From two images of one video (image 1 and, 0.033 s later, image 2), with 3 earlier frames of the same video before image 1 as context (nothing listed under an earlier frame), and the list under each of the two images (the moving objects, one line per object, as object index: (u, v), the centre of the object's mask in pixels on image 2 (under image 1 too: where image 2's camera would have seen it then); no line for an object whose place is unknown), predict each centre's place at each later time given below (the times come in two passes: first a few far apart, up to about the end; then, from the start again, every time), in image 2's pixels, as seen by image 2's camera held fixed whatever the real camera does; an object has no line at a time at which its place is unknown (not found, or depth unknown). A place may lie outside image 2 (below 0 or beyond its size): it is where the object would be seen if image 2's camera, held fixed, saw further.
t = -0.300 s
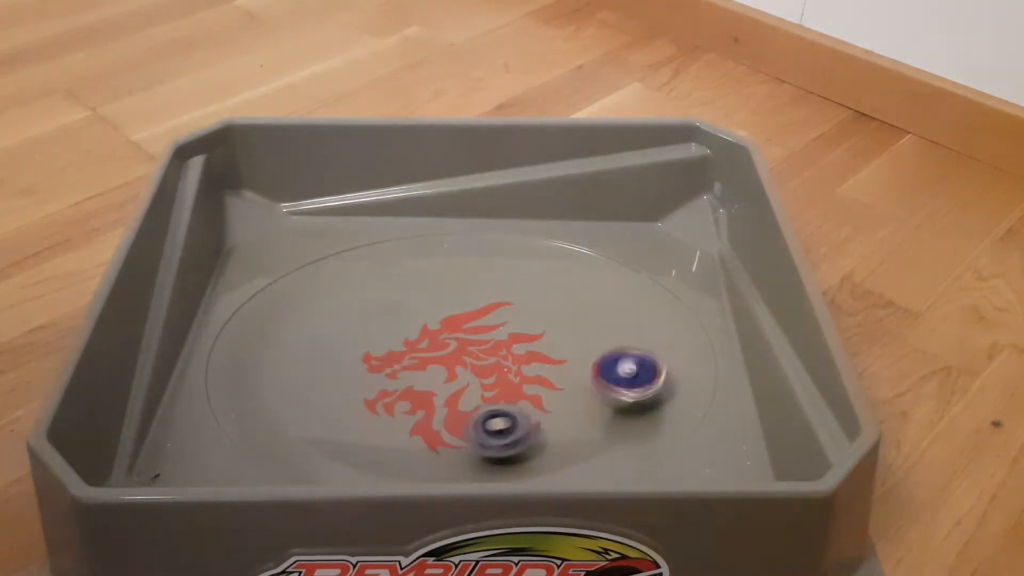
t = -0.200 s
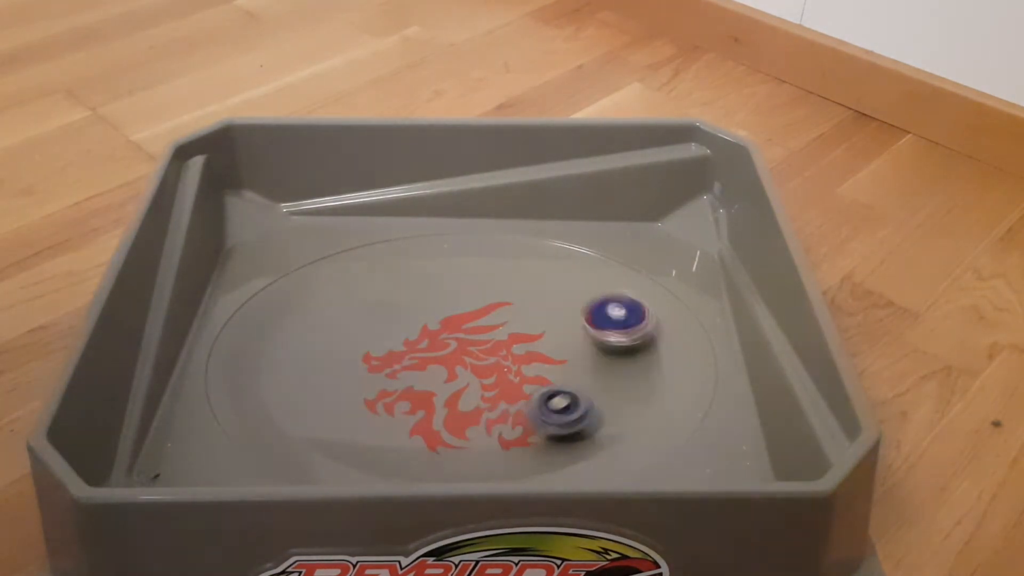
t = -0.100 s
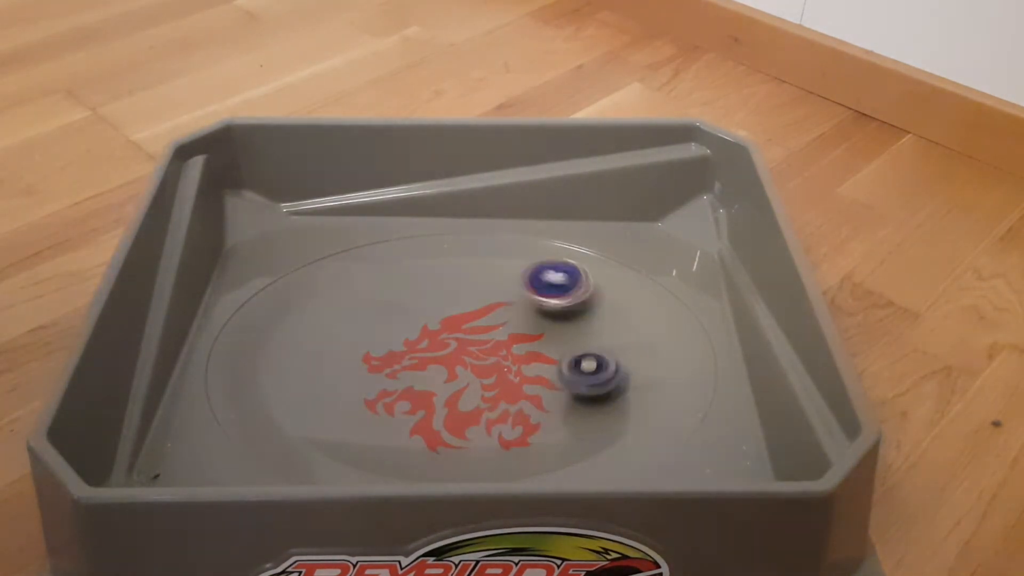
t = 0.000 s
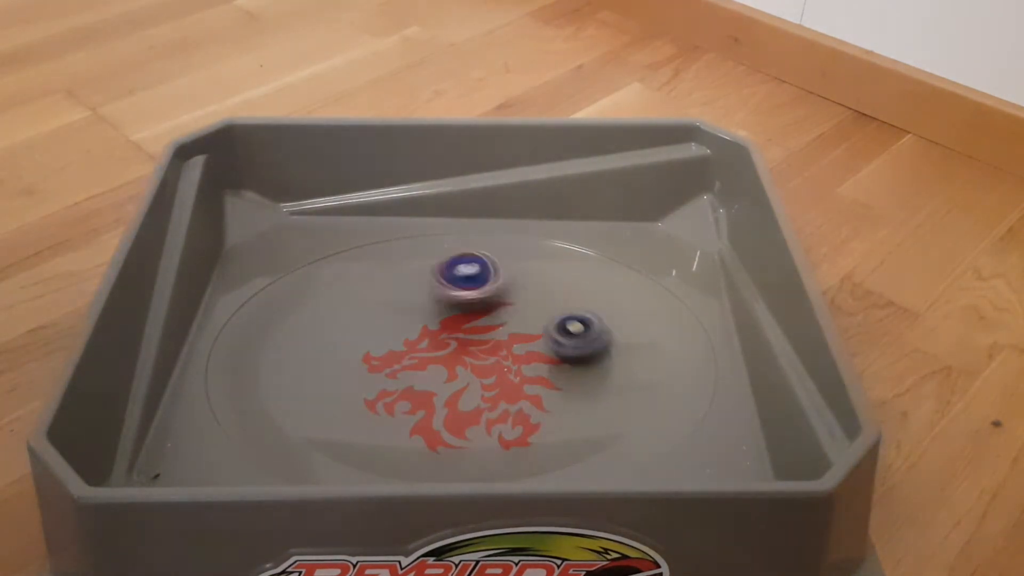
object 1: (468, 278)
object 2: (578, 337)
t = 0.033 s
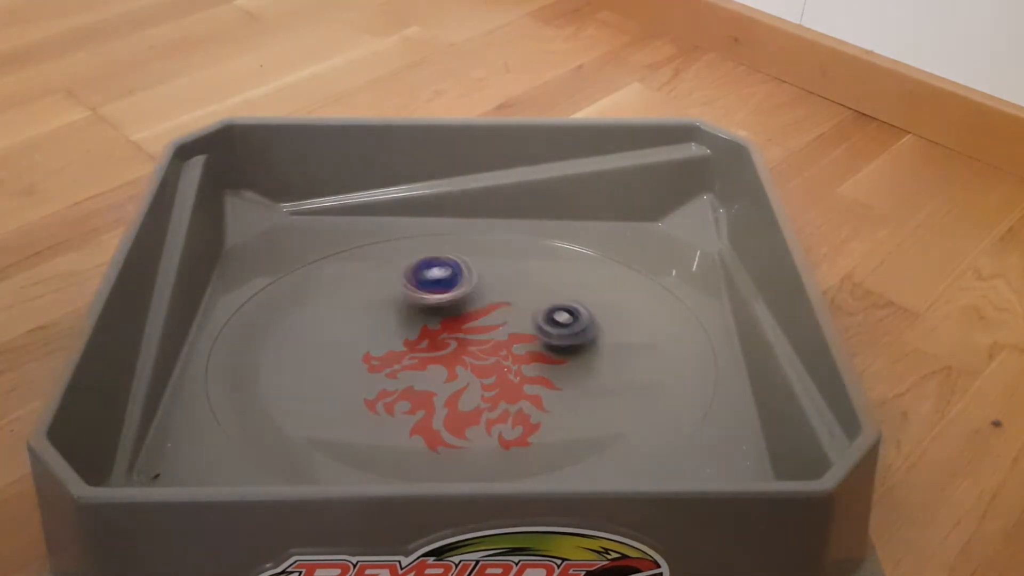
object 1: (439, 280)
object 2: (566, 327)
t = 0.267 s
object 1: (291, 369)
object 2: (427, 314)
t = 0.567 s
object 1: (503, 434)
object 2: (355, 408)
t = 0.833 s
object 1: (570, 296)
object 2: (519, 419)
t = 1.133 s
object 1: (355, 276)
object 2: (519, 309)
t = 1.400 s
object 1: (361, 418)
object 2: (378, 313)
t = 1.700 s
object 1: (612, 370)
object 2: (398, 412)
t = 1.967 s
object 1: (546, 265)
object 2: (550, 386)
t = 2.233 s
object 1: (354, 336)
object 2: (537, 302)
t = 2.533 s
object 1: (478, 442)
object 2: (396, 335)
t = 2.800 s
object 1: (602, 343)
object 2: (437, 419)
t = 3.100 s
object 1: (430, 286)
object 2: (569, 380)
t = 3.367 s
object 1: (319, 375)
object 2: (505, 312)
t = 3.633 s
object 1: (500, 422)
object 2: (386, 350)
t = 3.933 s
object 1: (550, 291)
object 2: (445, 427)
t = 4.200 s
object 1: (397, 292)
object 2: (543, 369)
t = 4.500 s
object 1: (422, 420)
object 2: (457, 306)
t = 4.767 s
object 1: (586, 385)
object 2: (372, 356)
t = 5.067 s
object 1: (510, 288)
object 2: (470, 416)
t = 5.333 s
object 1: (364, 345)
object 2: (550, 354)
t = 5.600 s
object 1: (428, 431)
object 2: (478, 305)
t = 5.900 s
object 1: (562, 351)
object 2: (396, 370)
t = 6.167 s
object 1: (454, 285)
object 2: (475, 417)
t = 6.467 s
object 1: (344, 362)
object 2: (538, 352)
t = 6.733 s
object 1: (495, 416)
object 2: (456, 323)
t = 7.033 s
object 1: (573, 314)
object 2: (393, 373)
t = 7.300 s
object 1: (435, 295)
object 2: (478, 412)
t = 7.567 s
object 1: (387, 400)
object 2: (532, 355)
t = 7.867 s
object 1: (548, 408)
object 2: (453, 318)
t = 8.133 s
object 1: (533, 310)
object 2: (402, 364)
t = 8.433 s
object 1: (375, 320)
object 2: (461, 408)
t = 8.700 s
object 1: (388, 411)
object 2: (527, 376)
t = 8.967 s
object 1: (540, 384)
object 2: (502, 327)
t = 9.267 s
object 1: (503, 286)
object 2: (425, 335)
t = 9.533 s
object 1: (381, 330)
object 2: (412, 382)
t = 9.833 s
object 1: (444, 409)
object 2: (522, 413)
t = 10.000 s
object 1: (481, 391)
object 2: (628, 373)
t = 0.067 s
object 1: (407, 286)
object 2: (551, 318)
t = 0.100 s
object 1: (380, 296)
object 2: (532, 314)
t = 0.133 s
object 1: (355, 306)
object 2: (513, 310)
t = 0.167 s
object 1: (332, 320)
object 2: (493, 307)
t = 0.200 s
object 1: (312, 335)
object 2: (471, 310)
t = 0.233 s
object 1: (298, 351)
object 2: (448, 309)
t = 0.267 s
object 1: (291, 369)
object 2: (427, 314)
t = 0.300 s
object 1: (291, 385)
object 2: (408, 321)
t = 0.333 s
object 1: (298, 402)
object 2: (392, 328)
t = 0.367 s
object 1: (314, 416)
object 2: (375, 337)
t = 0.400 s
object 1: (336, 428)
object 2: (363, 347)
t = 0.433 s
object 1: (364, 437)
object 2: (354, 359)
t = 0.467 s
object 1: (395, 445)
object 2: (347, 372)
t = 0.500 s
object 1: (430, 447)
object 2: (344, 385)
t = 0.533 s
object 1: (468, 443)
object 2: (347, 395)
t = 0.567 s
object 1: (503, 434)
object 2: (355, 408)
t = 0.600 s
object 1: (531, 424)
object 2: (366, 418)
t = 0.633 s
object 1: (557, 406)
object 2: (384, 427)
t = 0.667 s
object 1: (574, 388)
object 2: (406, 433)
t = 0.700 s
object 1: (583, 368)
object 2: (426, 438)
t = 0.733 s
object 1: (588, 348)
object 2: (449, 437)
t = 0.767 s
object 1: (587, 329)
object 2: (473, 433)
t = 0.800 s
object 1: (580, 312)
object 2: (500, 427)
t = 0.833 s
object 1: (570, 296)
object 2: (519, 419)
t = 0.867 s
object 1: (554, 283)
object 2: (535, 406)
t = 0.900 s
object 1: (534, 273)
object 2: (546, 393)
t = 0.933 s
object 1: (511, 264)
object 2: (552, 380)
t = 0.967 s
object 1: (484, 258)
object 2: (553, 366)
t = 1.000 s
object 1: (463, 257)
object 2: (554, 355)
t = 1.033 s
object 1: (434, 257)
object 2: (549, 341)
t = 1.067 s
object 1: (408, 260)
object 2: (539, 330)
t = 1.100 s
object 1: (380, 268)
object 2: (530, 318)
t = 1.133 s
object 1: (355, 276)
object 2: (519, 309)
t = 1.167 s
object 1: (334, 291)
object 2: (504, 302)
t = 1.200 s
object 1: (316, 309)
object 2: (487, 298)
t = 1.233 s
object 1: (305, 329)
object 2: (470, 294)
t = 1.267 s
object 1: (301, 347)
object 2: (450, 295)
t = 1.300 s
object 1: (305, 366)
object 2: (429, 298)
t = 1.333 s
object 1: (317, 386)
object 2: (411, 302)
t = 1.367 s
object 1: (335, 402)
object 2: (393, 306)
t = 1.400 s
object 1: (361, 418)
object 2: (378, 313)
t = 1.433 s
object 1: (392, 428)
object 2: (364, 322)
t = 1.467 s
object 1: (424, 434)
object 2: (353, 333)
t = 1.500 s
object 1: (459, 437)
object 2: (347, 346)
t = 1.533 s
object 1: (492, 433)
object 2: (344, 358)
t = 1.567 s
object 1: (522, 427)
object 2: (347, 372)
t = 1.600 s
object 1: (552, 417)
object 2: (353, 384)
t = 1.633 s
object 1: (575, 404)
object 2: (365, 395)
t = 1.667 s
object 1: (596, 388)
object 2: (380, 404)
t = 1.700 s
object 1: (612, 370)
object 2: (398, 412)
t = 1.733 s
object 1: (621, 355)
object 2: (416, 417)
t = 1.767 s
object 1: (624, 336)
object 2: (439, 421)
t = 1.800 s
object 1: (623, 320)
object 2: (462, 421)
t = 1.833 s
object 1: (617, 304)
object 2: (483, 419)
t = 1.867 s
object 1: (605, 289)
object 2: (505, 413)
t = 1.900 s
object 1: (589, 278)
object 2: (522, 405)
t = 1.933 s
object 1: (568, 269)
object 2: (537, 397)
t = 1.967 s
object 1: (546, 265)
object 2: (550, 386)
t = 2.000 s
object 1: (522, 262)
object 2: (560, 375)
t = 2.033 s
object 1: (494, 263)
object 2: (566, 362)
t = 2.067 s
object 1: (465, 268)
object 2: (569, 352)
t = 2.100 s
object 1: (436, 276)
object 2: (568, 339)
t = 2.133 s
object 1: (411, 286)
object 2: (565, 329)
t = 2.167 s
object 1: (387, 302)
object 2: (558, 317)
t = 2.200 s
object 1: (367, 319)
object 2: (550, 309)
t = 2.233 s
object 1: (354, 336)
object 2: (537, 302)
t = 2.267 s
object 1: (346, 355)
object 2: (523, 297)
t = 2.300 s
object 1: (344, 372)
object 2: (508, 294)
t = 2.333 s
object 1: (348, 390)
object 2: (491, 293)
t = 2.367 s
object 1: (357, 406)
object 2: (472, 296)
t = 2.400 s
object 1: (372, 419)
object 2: (452, 301)
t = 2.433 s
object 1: (393, 431)
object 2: (435, 306)
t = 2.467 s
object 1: (421, 438)
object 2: (419, 314)
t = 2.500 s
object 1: (446, 443)
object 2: (407, 324)
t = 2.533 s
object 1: (478, 442)
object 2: (396, 335)
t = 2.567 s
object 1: (505, 440)
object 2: (390, 346)
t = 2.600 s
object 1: (531, 433)
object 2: (387, 361)
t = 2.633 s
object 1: (560, 425)
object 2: (386, 371)
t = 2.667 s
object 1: (581, 410)
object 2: (392, 384)
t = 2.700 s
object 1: (595, 394)
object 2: (399, 396)
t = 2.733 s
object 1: (604, 377)
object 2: (408, 404)
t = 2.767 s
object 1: (607, 360)
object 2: (422, 413)
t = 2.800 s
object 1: (602, 343)
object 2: (437, 419)
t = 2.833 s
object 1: (594, 328)
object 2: (452, 425)
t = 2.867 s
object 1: (580, 314)
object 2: (472, 425)
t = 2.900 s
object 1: (562, 303)
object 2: (492, 424)
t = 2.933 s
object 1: (542, 293)
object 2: (509, 420)
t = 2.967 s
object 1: (520, 287)
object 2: (523, 417)
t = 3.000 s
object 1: (496, 283)
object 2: (541, 409)
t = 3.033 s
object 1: (474, 282)
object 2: (553, 400)
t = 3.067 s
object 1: (452, 283)
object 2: (564, 390)
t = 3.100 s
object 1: (430, 286)
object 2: (569, 380)
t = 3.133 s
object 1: (408, 291)
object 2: (573, 369)
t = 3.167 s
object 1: (388, 298)
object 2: (570, 356)
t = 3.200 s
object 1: (368, 306)
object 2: (567, 347)
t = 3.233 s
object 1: (350, 317)
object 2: (558, 335)
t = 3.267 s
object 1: (335, 330)
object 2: (548, 327)
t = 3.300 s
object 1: (324, 343)
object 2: (535, 321)
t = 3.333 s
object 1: (318, 359)
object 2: (520, 314)
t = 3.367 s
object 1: (319, 375)
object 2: (505, 312)
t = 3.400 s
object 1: (327, 390)
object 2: (487, 312)
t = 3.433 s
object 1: (341, 404)
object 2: (471, 314)
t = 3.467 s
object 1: (361, 416)
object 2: (455, 314)
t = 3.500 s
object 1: (387, 424)
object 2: (436, 319)
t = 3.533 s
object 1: (414, 427)
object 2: (420, 325)
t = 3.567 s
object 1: (443, 430)
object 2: (407, 332)
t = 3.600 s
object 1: (471, 428)
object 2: (395, 341)
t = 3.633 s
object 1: (500, 422)
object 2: (386, 350)
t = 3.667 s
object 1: (522, 412)
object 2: (380, 361)
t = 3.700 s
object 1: (543, 399)
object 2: (377, 372)
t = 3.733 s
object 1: (558, 384)
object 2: (375, 382)
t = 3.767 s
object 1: (569, 368)
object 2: (380, 393)
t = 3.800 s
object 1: (574, 348)
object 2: (386, 403)
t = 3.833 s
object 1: (574, 331)
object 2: (396, 412)
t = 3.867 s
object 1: (570, 315)
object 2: (409, 418)
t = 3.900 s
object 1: (562, 302)
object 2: (428, 424)
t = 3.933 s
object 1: (550, 291)
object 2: (445, 427)
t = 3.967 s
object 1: (535, 283)
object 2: (461, 428)
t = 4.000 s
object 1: (518, 276)
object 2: (480, 424)
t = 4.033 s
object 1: (499, 273)
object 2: (498, 419)
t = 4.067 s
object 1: (479, 272)
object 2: (514, 413)
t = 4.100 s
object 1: (459, 273)
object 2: (528, 402)
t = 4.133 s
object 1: (437, 276)
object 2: (537, 393)
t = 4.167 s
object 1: (417, 283)
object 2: (542, 380)
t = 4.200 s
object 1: (397, 292)
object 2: (543, 369)
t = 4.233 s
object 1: (380, 305)
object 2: (542, 358)
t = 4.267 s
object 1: (366, 319)
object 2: (538, 348)
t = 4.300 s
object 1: (358, 336)
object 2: (532, 338)
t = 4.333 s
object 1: (356, 354)
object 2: (525, 329)
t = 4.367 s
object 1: (359, 371)
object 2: (515, 321)
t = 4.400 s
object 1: (369, 387)
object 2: (503, 315)
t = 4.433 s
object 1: (384, 402)
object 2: (489, 310)
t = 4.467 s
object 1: (401, 413)
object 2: (475, 309)
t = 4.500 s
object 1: (422, 420)
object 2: (457, 306)
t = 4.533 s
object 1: (445, 424)
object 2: (442, 305)
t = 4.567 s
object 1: (468, 427)
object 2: (427, 309)
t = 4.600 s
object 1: (491, 425)
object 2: (412, 313)
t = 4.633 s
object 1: (513, 421)
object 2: (401, 320)
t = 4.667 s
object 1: (535, 415)
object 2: (389, 327)
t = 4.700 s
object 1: (554, 406)
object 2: (381, 335)
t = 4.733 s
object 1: (571, 396)
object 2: (375, 347)
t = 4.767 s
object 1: (586, 385)
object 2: (372, 356)
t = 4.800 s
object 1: (596, 370)
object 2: (373, 368)
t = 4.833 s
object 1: (601, 358)
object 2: (376, 377)
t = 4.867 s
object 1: (601, 343)
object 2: (383, 388)
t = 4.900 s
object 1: (595, 327)
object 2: (394, 398)
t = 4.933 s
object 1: (584, 314)
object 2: (406, 405)
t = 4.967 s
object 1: (570, 303)
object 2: (421, 410)
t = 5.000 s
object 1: (553, 295)
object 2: (438, 414)
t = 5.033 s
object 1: (531, 290)
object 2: (454, 415)
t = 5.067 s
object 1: (510, 288)
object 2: (470, 416)
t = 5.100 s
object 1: (488, 289)
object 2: (488, 411)
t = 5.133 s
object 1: (466, 291)
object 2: (506, 409)
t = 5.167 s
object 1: (445, 296)
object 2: (517, 401)
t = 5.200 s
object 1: (424, 302)
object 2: (528, 393)
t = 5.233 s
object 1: (405, 311)
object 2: (538, 383)
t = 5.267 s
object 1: (389, 322)
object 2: (544, 373)
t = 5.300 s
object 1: (375, 333)
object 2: (549, 366)
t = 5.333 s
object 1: (364, 345)
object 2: (550, 354)
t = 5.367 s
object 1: (357, 359)
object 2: (550, 345)
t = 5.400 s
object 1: (353, 374)
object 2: (546, 334)
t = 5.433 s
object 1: (354, 387)
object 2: (541, 326)
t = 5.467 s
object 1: (359, 400)
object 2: (533, 319)
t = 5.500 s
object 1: (371, 411)
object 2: (521, 312)
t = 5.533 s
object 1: (386, 421)
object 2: (508, 308)
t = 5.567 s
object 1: (405, 427)
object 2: (493, 305)
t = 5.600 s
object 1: (428, 431)
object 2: (478, 305)
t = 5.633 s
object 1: (452, 433)
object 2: (463, 306)
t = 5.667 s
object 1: (472, 432)
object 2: (447, 309)
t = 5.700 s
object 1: (496, 428)
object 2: (432, 315)
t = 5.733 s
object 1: (517, 419)
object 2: (420, 322)
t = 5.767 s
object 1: (537, 407)
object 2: (409, 329)
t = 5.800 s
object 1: (550, 395)
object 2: (403, 339)
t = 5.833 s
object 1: (559, 381)
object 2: (397, 350)
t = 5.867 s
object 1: (562, 366)
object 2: (396, 361)
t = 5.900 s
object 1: (562, 351)
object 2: (396, 370)
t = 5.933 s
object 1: (557, 335)
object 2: (399, 379)
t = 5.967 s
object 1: (549, 323)
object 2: (404, 389)
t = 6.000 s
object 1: (537, 310)
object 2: (412, 398)
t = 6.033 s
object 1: (522, 299)
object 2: (422, 404)
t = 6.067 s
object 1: (507, 292)
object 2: (434, 411)
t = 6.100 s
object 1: (490, 288)
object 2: (447, 415)
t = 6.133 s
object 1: (472, 285)
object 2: (462, 417)
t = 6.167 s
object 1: (454, 285)
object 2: (475, 417)
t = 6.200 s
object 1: (437, 285)
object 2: (494, 415)
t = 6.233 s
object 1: (419, 288)
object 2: (509, 411)
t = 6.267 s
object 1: (400, 293)
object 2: (518, 402)
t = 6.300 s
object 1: (384, 299)
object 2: (529, 396)
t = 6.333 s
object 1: (369, 308)
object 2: (535, 387)
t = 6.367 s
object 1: (356, 320)
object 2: (541, 377)
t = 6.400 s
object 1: (347, 333)
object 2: (543, 369)
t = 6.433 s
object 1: (343, 347)
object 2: (541, 360)
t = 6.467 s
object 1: (344, 362)
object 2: (538, 352)
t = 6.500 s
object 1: (351, 377)
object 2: (532, 343)
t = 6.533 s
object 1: (364, 391)
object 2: (523, 336)
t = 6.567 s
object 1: (382, 403)
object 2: (514, 331)
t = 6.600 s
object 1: (403, 411)
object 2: (502, 326)
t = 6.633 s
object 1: (425, 417)
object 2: (490, 323)
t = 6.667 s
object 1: (448, 418)
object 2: (477, 321)
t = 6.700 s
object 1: (470, 419)
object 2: (468, 322)
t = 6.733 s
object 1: (495, 416)
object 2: (456, 323)
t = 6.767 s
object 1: (514, 409)
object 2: (444, 325)
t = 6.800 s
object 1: (535, 400)
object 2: (434, 328)
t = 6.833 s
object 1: (550, 391)
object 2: (425, 331)
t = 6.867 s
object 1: (562, 381)
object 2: (415, 336)
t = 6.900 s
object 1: (572, 366)
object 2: (408, 342)
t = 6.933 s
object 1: (578, 352)
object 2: (400, 349)
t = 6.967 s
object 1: (580, 339)
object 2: (396, 358)
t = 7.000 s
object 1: (578, 325)
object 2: (394, 365)
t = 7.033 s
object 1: (573, 314)
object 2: (393, 373)
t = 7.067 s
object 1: (562, 302)
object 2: (397, 384)
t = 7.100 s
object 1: (549, 293)
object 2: (402, 394)
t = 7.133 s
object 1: (532, 287)
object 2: (411, 399)
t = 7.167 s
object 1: (514, 283)
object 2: (422, 405)
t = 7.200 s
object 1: (495, 283)
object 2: (435, 409)
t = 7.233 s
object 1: (475, 284)
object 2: (450, 411)
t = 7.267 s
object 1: (454, 288)
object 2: (463, 413)
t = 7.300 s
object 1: (435, 295)
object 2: (478, 412)
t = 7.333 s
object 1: (417, 303)
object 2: (491, 406)
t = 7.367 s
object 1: (401, 316)
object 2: (502, 399)
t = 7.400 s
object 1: (388, 329)
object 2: (512, 394)
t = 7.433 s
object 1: (379, 343)
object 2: (519, 386)
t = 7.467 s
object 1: (375, 358)
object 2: (524, 378)
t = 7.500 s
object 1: (374, 371)
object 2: (528, 371)
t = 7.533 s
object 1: (379, 386)
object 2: (532, 365)
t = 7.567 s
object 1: (387, 400)
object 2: (532, 355)
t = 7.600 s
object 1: (399, 409)
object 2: (529, 347)
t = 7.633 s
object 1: (413, 418)
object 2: (524, 340)
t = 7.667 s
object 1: (433, 424)
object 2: (518, 332)
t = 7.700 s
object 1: (453, 428)
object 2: (511, 326)
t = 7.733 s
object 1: (473, 427)
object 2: (501, 322)
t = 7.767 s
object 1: (494, 426)
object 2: (489, 318)
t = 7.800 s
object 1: (512, 423)
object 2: (478, 317)
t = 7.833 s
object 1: (531, 416)
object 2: (467, 317)
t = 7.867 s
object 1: (548, 408)
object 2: (453, 318)
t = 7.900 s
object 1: (562, 398)
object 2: (441, 320)
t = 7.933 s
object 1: (571, 384)
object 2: (430, 326)
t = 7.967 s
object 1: (575, 371)
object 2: (422, 331)
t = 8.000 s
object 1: (574, 357)
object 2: (415, 335)
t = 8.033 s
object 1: (568, 341)
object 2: (409, 342)
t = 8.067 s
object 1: (561, 330)
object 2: (405, 349)
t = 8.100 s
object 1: (548, 319)
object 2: (402, 357)
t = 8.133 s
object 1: (533, 310)
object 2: (402, 364)
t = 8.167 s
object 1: (517, 303)
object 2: (404, 371)
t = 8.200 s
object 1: (499, 299)
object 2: (406, 378)
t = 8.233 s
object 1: (481, 297)
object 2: (411, 385)
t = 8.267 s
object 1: (460, 296)
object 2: (416, 390)
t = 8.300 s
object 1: (442, 298)
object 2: (423, 395)
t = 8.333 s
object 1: (423, 300)
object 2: (431, 399)
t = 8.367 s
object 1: (406, 306)
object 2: (443, 403)
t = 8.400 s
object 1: (392, 313)
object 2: (451, 405)
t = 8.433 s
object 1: (375, 320)
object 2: (461, 408)
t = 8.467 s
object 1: (363, 330)
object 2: (471, 407)
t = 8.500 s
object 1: (354, 342)
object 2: (481, 405)
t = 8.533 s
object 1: (348, 354)
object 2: (492, 403)
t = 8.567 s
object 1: (347, 368)
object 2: (501, 399)
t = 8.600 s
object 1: (350, 380)
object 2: (509, 395)
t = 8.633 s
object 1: (359, 392)
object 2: (516, 390)
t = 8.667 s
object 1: (372, 402)
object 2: (522, 383)
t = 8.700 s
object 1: (388, 411)
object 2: (527, 376)
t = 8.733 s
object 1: (408, 417)
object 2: (530, 370)
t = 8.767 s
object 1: (428, 420)
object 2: (531, 363)
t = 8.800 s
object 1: (452, 421)
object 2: (529, 354)
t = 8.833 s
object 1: (473, 419)
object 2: (526, 348)
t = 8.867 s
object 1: (496, 414)
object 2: (520, 342)
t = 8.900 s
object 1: (514, 406)
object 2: (515, 336)
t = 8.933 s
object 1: (530, 394)
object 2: (511, 332)
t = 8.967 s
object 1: (540, 384)
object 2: (502, 327)
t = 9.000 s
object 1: (550, 370)
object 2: (493, 325)
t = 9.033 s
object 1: (554, 357)
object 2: (484, 322)
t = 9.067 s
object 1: (557, 345)
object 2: (474, 322)
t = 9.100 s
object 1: (555, 332)
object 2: (466, 322)
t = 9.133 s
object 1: (550, 320)
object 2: (456, 322)
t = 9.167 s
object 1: (543, 307)
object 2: (447, 323)
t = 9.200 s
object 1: (532, 300)
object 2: (439, 326)
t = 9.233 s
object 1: (518, 291)
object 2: (432, 331)
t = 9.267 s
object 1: (503, 286)
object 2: (425, 335)
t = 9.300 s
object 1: (487, 284)
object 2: (420, 339)
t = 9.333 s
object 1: (470, 283)
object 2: (415, 345)
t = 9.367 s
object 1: (452, 286)
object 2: (411, 351)
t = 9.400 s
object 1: (435, 290)
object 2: (409, 357)
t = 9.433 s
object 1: (417, 297)
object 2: (408, 363)
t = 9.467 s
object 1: (402, 305)
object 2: (410, 370)
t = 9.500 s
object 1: (389, 317)
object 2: (411, 376)
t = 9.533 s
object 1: (381, 330)
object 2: (412, 382)
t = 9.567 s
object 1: (374, 338)
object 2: (423, 395)
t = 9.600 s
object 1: (372, 347)
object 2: (429, 407)
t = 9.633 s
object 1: (372, 358)
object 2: (441, 413)
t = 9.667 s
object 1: (376, 369)
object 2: (453, 418)
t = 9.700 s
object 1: (384, 381)
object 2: (468, 420)
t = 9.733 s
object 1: (395, 391)
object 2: (480, 421)
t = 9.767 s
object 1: (408, 399)
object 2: (495, 418)
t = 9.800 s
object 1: (424, 405)
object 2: (512, 415)
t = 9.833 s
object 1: (444, 409)
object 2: (522, 413)
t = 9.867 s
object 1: (461, 411)
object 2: (537, 406)
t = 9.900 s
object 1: (466, 407)
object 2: (569, 399)
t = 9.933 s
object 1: (470, 402)
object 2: (595, 391)
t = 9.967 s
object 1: (475, 395)
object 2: (616, 382)
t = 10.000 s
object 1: (481, 391)
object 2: (628, 373)
